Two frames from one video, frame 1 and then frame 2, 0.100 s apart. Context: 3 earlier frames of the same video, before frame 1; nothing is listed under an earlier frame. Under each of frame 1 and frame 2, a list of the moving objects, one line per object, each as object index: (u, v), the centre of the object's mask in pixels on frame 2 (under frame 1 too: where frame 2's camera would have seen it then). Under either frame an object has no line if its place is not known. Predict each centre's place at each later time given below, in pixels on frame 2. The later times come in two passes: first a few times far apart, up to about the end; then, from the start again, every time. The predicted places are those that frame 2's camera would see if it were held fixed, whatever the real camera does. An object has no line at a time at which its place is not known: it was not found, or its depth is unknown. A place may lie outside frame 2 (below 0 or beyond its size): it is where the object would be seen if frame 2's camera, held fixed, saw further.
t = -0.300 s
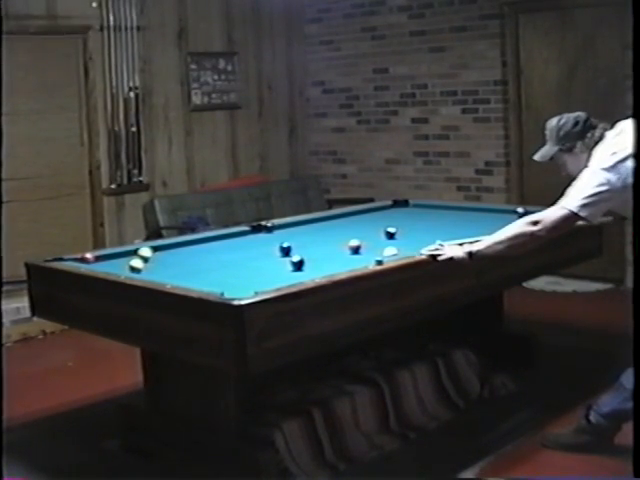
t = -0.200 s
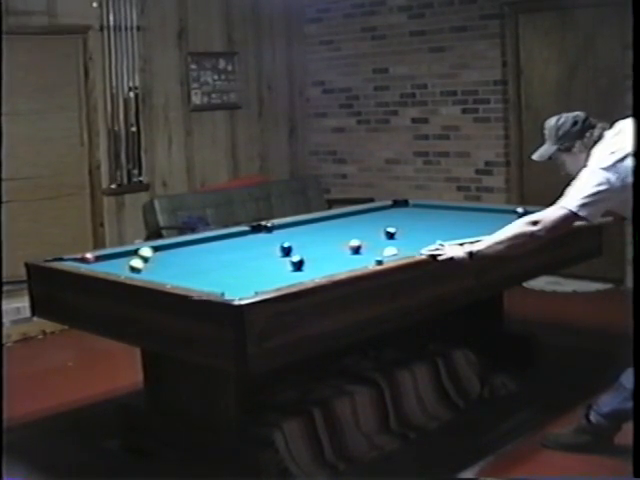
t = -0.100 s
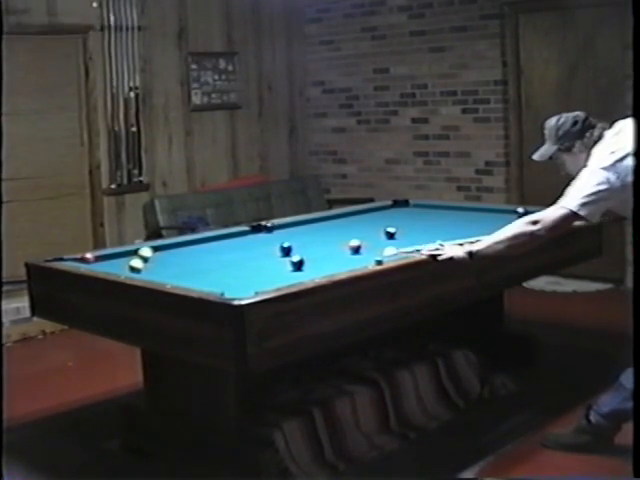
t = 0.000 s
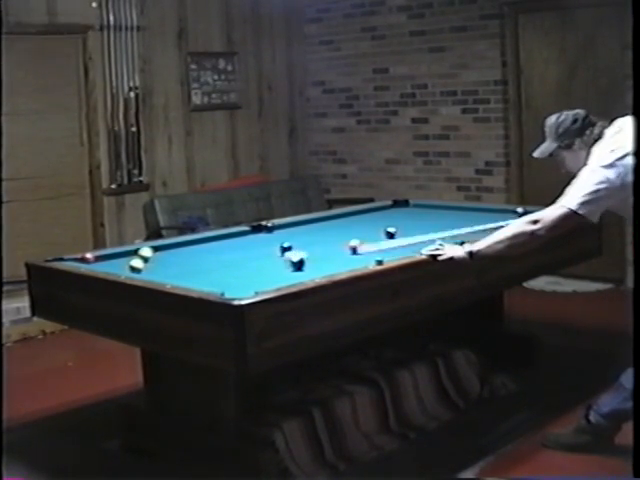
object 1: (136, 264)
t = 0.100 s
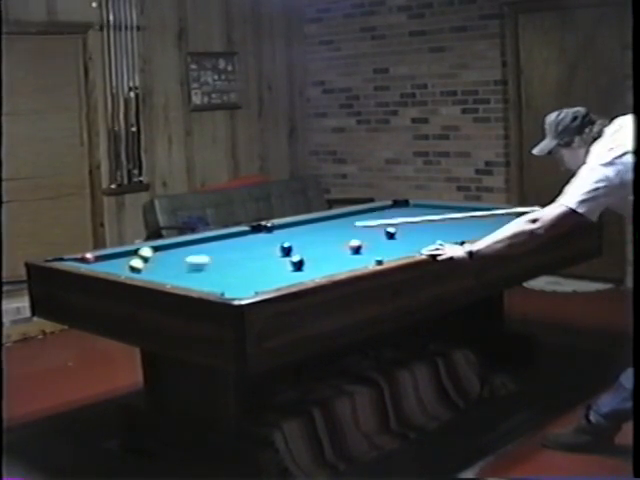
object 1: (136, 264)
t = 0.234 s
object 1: (136, 264)
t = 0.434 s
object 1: (191, 254)
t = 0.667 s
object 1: (246, 243)
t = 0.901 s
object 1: (293, 233)
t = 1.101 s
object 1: (329, 226)
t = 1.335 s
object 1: (367, 218)
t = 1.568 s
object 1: (401, 211)
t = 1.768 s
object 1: (427, 206)
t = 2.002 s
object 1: (418, 207)
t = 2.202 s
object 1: (403, 210)
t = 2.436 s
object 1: (384, 213)
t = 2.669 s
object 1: (365, 217)
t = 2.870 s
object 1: (347, 220)
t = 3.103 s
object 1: (328, 223)
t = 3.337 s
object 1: (309, 227)
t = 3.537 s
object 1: (291, 230)
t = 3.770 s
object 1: (272, 233)
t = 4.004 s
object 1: (252, 237)
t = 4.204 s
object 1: (235, 240)
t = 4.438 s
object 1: (216, 244)
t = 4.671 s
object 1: (198, 247)
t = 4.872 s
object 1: (181, 250)
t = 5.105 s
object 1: (163, 253)
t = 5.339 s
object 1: (151, 255)
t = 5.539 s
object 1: (147, 255)
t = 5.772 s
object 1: (144, 256)
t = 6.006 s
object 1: (143, 256)
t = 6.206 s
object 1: (144, 256)
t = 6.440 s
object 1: (143, 256)
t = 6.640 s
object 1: (143, 256)
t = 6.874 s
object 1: (143, 256)
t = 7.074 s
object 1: (143, 256)
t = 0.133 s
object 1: (136, 264)
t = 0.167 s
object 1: (130, 265)
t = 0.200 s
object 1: (125, 266)
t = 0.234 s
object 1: (136, 264)
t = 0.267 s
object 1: (146, 263)
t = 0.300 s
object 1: (156, 262)
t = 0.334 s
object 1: (165, 260)
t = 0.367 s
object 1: (173, 258)
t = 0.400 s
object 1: (182, 256)
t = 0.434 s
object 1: (191, 254)
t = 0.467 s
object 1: (198, 253)
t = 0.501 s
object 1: (206, 251)
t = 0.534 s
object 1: (214, 249)
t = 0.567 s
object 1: (222, 248)
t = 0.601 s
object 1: (230, 246)
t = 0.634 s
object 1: (238, 245)
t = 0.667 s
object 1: (246, 243)
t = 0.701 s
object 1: (252, 242)
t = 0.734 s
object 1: (259, 241)
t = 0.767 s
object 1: (266, 239)
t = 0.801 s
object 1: (273, 238)
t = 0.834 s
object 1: (280, 236)
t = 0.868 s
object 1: (287, 234)
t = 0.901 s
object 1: (293, 233)
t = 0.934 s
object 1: (299, 232)
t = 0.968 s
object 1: (306, 231)
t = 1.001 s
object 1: (312, 230)
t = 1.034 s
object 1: (318, 229)
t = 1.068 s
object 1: (324, 227)
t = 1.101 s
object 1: (329, 226)
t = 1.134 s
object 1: (335, 225)
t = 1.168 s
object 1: (341, 224)
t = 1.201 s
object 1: (346, 223)
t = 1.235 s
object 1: (352, 222)
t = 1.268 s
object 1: (356, 220)
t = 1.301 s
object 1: (362, 219)
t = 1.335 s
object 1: (367, 218)
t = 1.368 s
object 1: (372, 217)
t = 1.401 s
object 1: (377, 216)
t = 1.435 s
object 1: (382, 215)
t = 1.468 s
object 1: (387, 214)
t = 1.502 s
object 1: (392, 213)
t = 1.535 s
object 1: (396, 212)
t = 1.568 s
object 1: (401, 211)
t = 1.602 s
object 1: (405, 210)
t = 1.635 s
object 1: (410, 209)
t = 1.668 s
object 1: (414, 208)
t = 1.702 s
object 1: (419, 208)
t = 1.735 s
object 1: (423, 207)
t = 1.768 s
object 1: (427, 206)
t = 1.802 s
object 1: (431, 205)
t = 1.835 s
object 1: (434, 204)
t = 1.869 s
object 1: (430, 205)
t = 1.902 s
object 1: (427, 205)
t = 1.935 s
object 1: (424, 206)
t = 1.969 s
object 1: (421, 206)
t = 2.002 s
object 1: (418, 207)
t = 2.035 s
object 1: (416, 207)
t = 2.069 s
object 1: (413, 208)
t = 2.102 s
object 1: (411, 208)
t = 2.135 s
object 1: (407, 209)
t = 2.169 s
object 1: (405, 209)
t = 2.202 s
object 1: (403, 210)
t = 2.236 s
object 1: (400, 211)
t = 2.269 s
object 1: (397, 211)
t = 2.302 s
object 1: (394, 211)
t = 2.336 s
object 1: (392, 212)
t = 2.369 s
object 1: (389, 212)
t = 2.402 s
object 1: (387, 213)
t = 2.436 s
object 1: (384, 213)
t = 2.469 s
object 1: (381, 214)
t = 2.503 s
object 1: (379, 214)
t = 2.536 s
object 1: (375, 215)
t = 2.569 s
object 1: (373, 215)
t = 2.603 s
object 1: (370, 216)
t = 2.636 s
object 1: (367, 216)
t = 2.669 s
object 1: (365, 217)
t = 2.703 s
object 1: (362, 217)
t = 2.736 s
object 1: (359, 218)
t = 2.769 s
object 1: (356, 218)
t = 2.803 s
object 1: (353, 219)
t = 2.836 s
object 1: (351, 219)
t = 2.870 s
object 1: (347, 220)
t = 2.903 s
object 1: (345, 220)
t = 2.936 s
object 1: (342, 221)
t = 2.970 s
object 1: (340, 221)
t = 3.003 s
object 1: (337, 222)
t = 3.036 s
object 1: (334, 222)
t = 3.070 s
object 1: (331, 223)
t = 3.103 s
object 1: (328, 223)
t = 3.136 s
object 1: (326, 224)
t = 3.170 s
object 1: (323, 224)
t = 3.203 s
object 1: (320, 225)
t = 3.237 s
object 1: (317, 225)
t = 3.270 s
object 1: (314, 226)
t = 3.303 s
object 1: (311, 226)
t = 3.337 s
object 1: (309, 227)
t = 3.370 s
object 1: (306, 227)
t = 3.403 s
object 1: (303, 228)
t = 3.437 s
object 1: (300, 228)
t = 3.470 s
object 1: (297, 229)
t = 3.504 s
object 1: (295, 229)
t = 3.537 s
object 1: (291, 230)
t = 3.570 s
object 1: (289, 231)
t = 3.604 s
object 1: (286, 231)
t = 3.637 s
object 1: (283, 232)
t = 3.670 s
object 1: (280, 232)
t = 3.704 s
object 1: (278, 233)
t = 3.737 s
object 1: (275, 233)
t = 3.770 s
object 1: (272, 233)
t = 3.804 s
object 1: (269, 234)
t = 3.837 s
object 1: (267, 234)
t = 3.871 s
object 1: (264, 235)
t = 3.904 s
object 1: (261, 235)
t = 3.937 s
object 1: (258, 236)
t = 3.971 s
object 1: (255, 237)
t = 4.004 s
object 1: (252, 237)
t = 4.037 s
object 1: (249, 237)
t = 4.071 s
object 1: (246, 238)
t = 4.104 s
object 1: (244, 238)
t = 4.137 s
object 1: (241, 239)
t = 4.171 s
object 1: (238, 240)
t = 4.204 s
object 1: (235, 240)
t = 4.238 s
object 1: (233, 240)
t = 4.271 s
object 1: (230, 241)
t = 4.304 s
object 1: (227, 241)
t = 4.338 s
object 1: (224, 242)
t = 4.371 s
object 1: (221, 243)
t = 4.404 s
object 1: (219, 243)
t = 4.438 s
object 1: (216, 244)
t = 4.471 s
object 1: (214, 244)
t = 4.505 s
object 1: (211, 244)
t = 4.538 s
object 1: (208, 245)
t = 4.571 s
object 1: (205, 246)
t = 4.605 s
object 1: (202, 246)
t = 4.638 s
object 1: (200, 246)
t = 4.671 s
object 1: (198, 247)
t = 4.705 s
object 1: (194, 247)
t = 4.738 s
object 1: (192, 248)
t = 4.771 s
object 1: (189, 248)
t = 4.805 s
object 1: (187, 249)
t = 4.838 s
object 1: (184, 249)
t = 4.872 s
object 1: (181, 250)
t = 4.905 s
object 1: (179, 250)
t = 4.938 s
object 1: (176, 251)
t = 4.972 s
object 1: (174, 251)
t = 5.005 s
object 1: (171, 252)
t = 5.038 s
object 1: (168, 252)
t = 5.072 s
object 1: (167, 253)
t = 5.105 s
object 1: (163, 253)
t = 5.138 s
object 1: (161, 254)
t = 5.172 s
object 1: (158, 254)
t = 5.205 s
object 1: (156, 254)
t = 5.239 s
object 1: (154, 255)
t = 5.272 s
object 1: (152, 255)
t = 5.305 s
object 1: (151, 255)
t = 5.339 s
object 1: (151, 255)
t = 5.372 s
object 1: (150, 255)
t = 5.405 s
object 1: (149, 255)
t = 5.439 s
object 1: (148, 255)
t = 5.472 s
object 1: (147, 255)
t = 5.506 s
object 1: (147, 256)
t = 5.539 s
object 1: (147, 255)
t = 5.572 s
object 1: (147, 256)
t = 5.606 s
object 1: (145, 256)
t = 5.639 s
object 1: (145, 256)
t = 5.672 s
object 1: (144, 256)
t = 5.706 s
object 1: (144, 256)
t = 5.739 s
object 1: (144, 256)
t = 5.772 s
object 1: (144, 256)
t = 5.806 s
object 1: (144, 256)
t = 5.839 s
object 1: (144, 256)
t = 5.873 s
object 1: (144, 256)
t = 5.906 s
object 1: (144, 256)
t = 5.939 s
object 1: (144, 256)
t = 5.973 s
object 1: (143, 256)
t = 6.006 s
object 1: (143, 256)
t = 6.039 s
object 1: (143, 256)
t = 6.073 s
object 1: (143, 256)
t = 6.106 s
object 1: (143, 256)
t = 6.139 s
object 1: (143, 256)
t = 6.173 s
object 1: (143, 256)
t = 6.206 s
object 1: (144, 256)
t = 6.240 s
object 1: (143, 256)
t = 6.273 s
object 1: (143, 256)
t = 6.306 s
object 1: (143, 256)
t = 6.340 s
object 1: (143, 256)
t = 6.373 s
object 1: (143, 256)
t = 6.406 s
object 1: (143, 256)
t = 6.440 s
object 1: (143, 256)
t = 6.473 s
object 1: (143, 256)
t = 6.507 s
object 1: (143, 256)
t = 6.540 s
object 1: (143, 256)
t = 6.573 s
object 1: (143, 256)
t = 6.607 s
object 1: (143, 256)
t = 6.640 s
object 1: (143, 256)
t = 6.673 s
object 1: (143, 256)
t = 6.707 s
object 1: (143, 256)
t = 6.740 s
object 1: (143, 256)
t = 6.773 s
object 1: (143, 256)
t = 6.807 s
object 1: (143, 256)
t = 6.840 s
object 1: (143, 256)
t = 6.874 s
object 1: (143, 256)
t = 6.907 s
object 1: (143, 257)
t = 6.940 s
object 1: (143, 256)
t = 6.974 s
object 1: (143, 256)
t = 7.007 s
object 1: (143, 256)
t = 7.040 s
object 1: (143, 257)
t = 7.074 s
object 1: (143, 256)
